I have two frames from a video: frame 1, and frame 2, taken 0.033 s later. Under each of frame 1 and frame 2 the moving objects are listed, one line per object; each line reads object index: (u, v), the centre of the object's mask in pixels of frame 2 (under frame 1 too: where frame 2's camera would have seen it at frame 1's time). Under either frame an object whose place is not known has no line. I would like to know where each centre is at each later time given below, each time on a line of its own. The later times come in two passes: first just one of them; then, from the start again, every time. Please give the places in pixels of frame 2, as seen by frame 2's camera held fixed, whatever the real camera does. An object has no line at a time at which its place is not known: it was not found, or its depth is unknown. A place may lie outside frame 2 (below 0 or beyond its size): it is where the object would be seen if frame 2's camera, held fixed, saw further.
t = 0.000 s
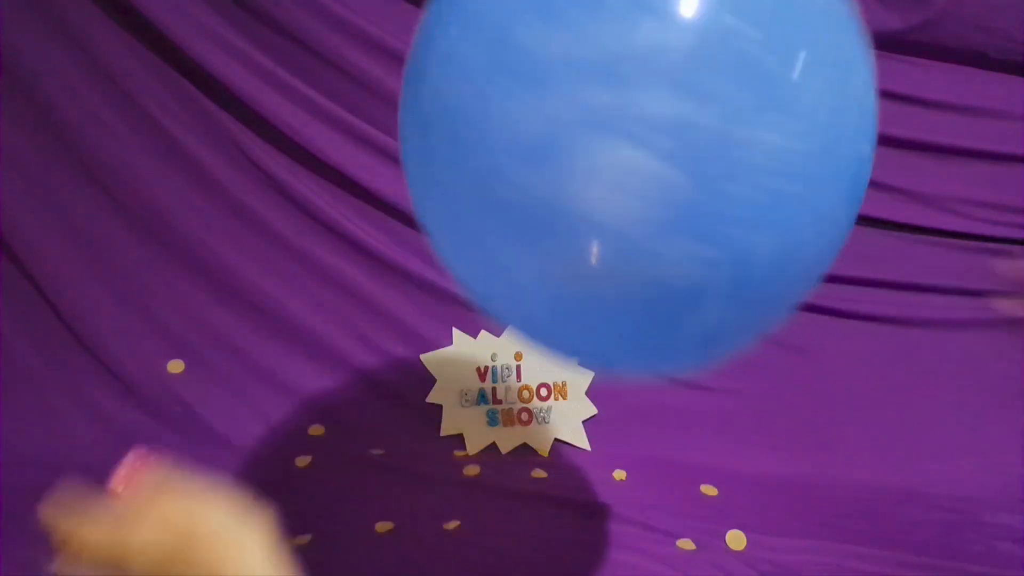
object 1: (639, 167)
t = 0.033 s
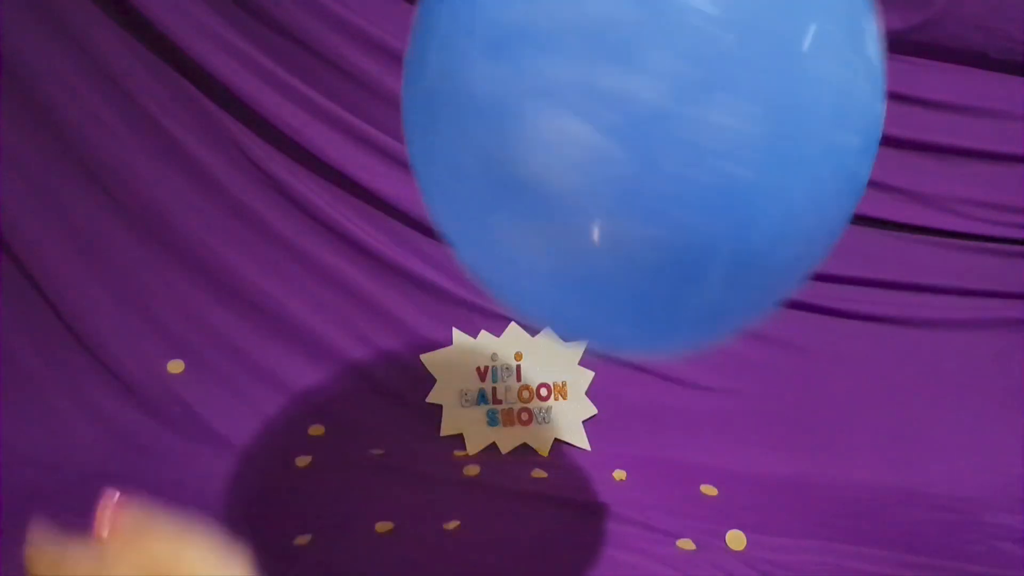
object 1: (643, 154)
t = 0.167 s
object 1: (658, 116)
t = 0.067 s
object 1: (648, 143)
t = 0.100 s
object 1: (651, 133)
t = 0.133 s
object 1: (655, 125)
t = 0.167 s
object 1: (658, 116)
